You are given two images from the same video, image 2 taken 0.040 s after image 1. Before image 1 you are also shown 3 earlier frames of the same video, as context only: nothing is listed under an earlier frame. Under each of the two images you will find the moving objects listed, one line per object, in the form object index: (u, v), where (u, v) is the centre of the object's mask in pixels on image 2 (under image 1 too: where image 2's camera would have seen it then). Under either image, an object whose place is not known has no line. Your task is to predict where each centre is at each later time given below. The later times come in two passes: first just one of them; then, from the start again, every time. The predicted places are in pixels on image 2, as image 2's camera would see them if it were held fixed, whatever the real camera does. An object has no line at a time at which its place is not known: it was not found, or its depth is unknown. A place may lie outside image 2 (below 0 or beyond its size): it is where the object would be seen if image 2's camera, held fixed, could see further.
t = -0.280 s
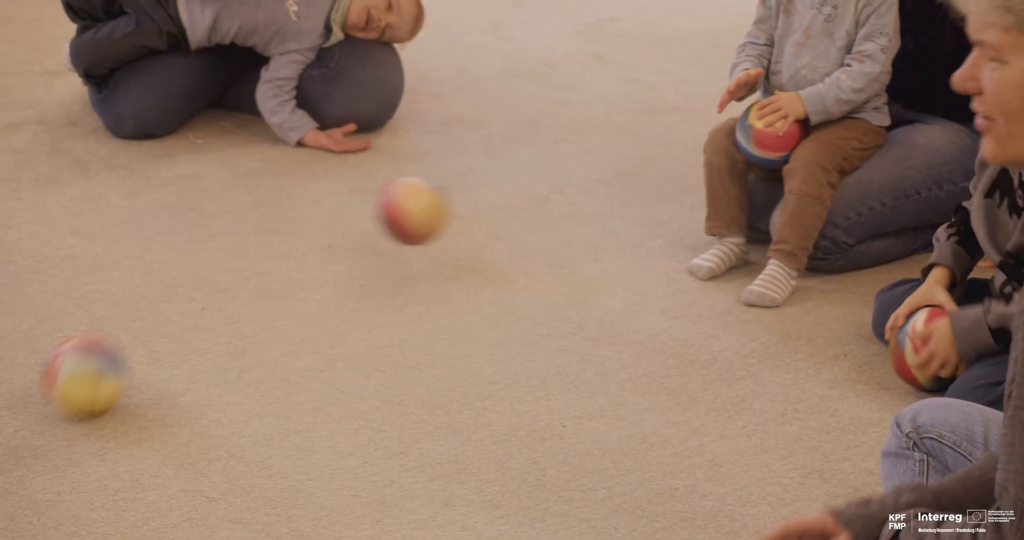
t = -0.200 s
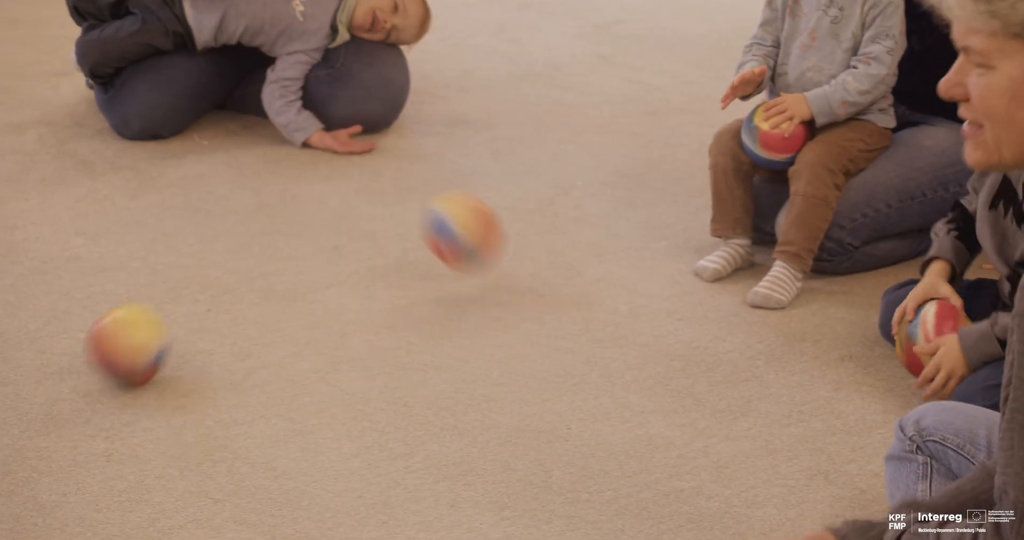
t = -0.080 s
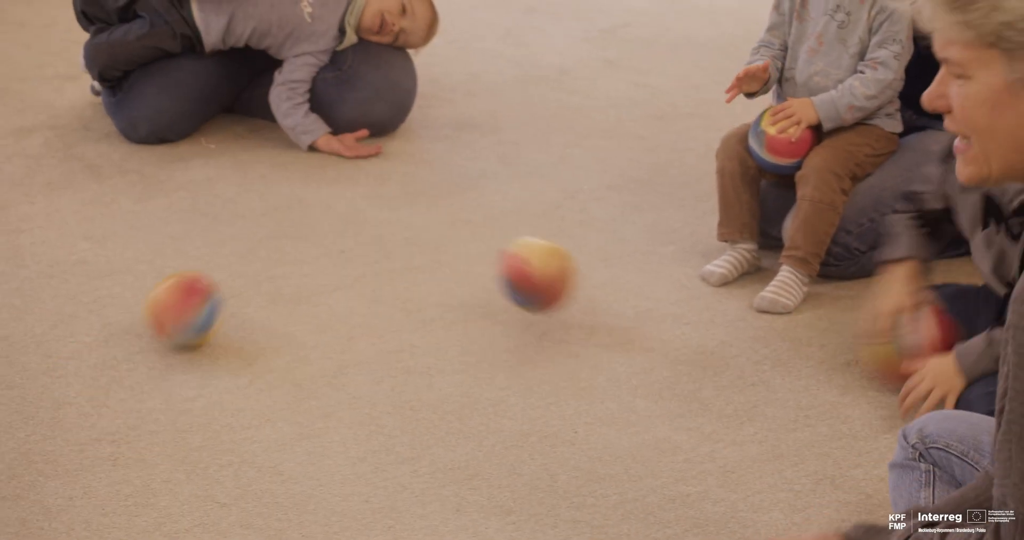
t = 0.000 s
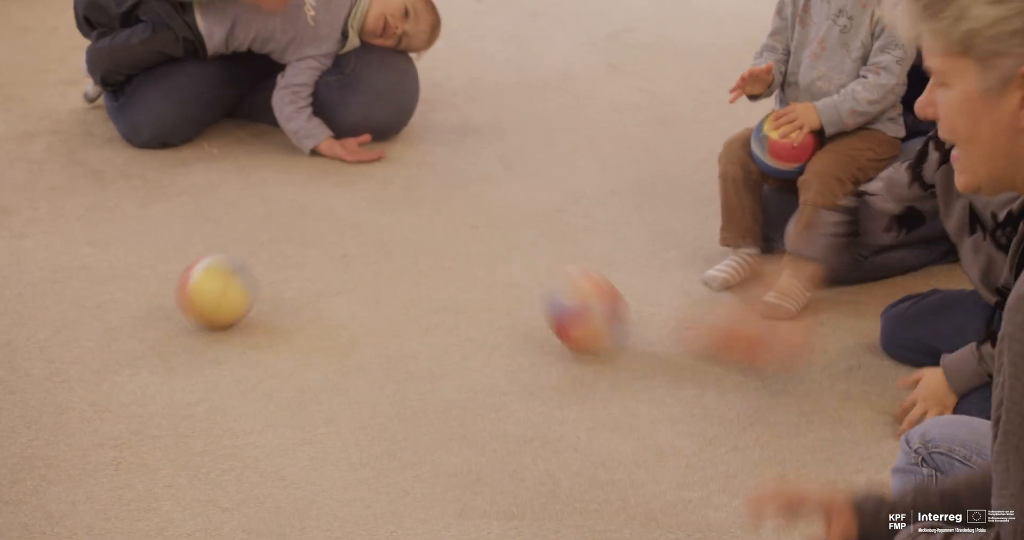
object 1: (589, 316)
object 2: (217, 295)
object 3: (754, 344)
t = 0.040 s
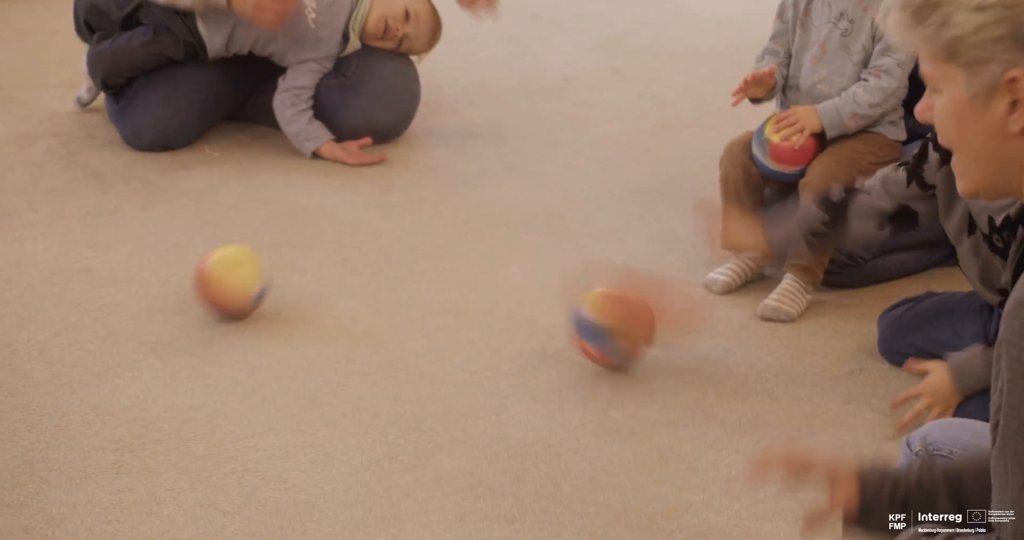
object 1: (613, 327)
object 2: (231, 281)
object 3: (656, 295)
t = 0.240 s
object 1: (677, 370)
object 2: (293, 233)
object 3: (112, 250)
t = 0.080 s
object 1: (626, 335)
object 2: (246, 271)
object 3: (533, 271)
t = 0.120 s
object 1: (638, 347)
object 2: (256, 262)
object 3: (428, 251)
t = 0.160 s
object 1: (650, 355)
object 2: (266, 252)
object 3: (333, 239)
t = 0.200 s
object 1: (663, 361)
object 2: (284, 244)
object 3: (209, 239)
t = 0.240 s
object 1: (677, 370)
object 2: (293, 233)
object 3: (112, 250)
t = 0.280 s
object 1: (690, 378)
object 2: (303, 223)
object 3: (31, 273)
